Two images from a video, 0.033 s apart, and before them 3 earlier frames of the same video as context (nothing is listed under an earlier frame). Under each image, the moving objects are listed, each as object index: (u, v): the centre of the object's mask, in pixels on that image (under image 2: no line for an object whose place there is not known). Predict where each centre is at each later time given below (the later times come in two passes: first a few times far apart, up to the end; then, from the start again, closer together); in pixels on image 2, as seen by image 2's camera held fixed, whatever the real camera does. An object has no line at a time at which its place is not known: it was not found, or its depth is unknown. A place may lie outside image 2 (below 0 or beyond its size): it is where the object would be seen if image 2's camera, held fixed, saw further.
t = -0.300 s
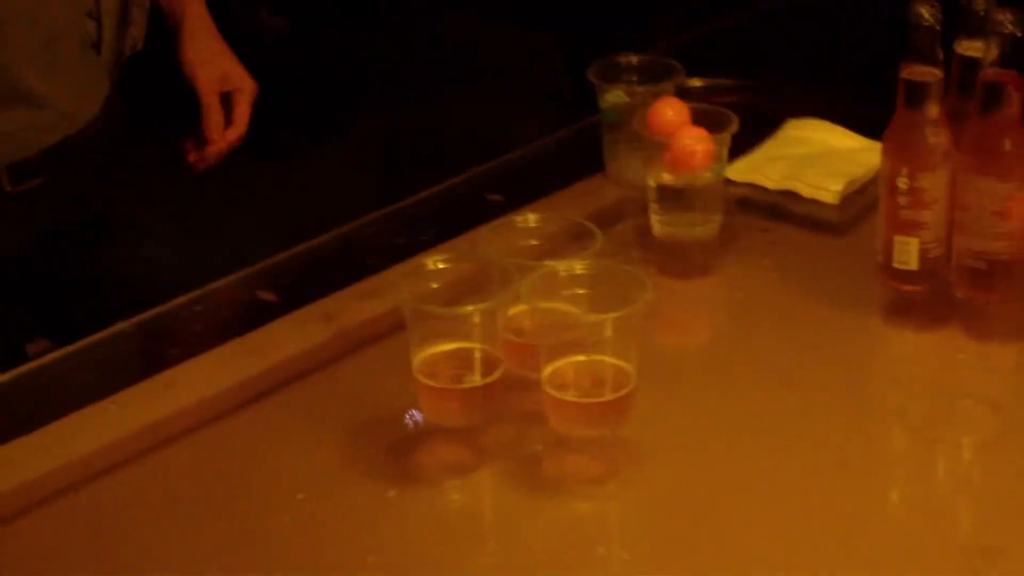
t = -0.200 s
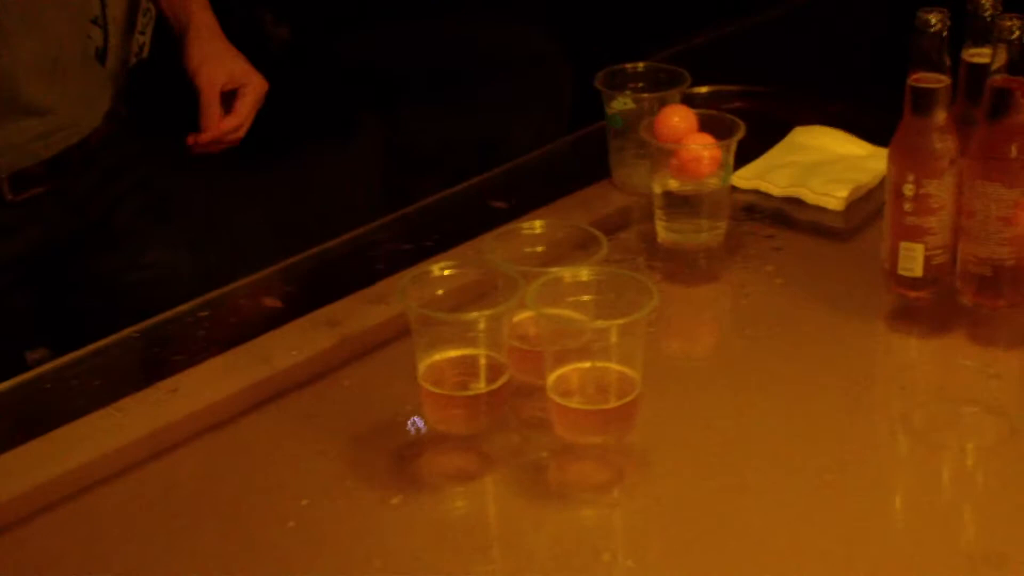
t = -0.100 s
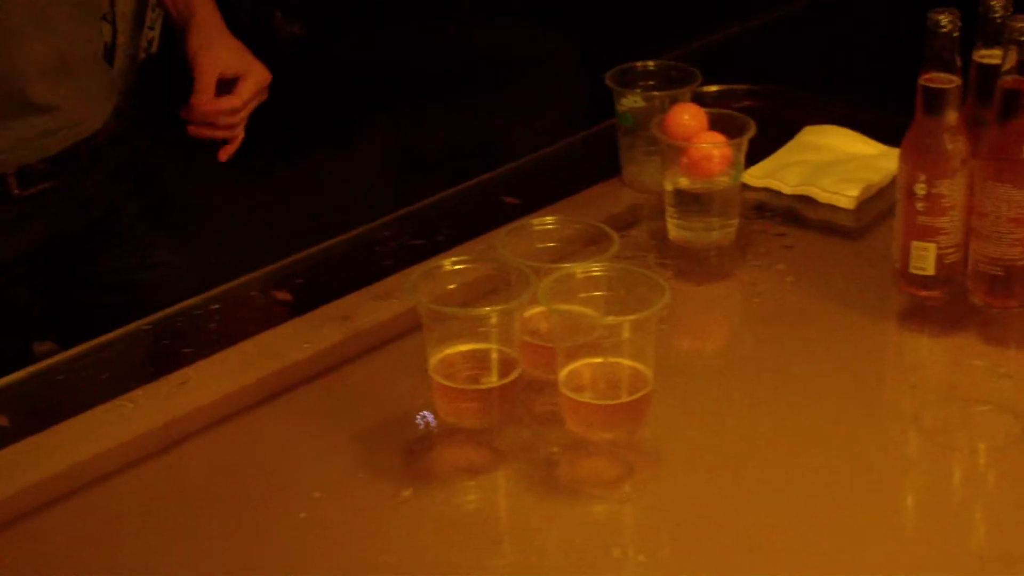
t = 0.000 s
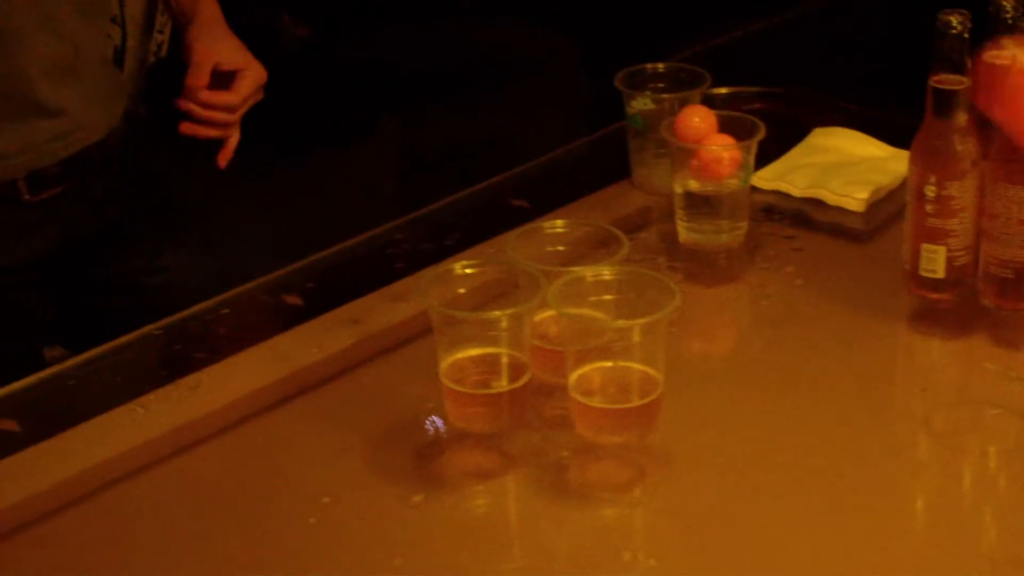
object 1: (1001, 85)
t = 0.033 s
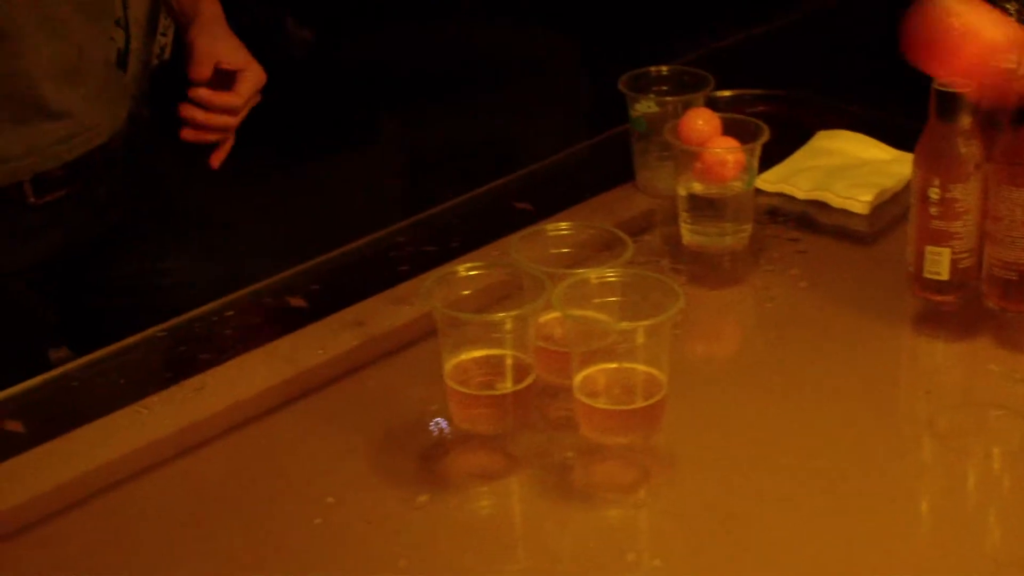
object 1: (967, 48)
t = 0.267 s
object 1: (568, 273)
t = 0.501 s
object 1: (343, 112)
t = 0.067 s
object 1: (907, 31)
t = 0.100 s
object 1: (835, 25)
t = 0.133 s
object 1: (769, 35)
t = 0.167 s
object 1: (719, 56)
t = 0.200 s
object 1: (657, 117)
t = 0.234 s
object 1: (611, 188)
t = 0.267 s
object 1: (568, 273)
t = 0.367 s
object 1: (460, 352)
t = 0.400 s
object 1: (429, 273)
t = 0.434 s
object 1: (400, 212)
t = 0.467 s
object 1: (371, 155)
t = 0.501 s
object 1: (343, 112)
